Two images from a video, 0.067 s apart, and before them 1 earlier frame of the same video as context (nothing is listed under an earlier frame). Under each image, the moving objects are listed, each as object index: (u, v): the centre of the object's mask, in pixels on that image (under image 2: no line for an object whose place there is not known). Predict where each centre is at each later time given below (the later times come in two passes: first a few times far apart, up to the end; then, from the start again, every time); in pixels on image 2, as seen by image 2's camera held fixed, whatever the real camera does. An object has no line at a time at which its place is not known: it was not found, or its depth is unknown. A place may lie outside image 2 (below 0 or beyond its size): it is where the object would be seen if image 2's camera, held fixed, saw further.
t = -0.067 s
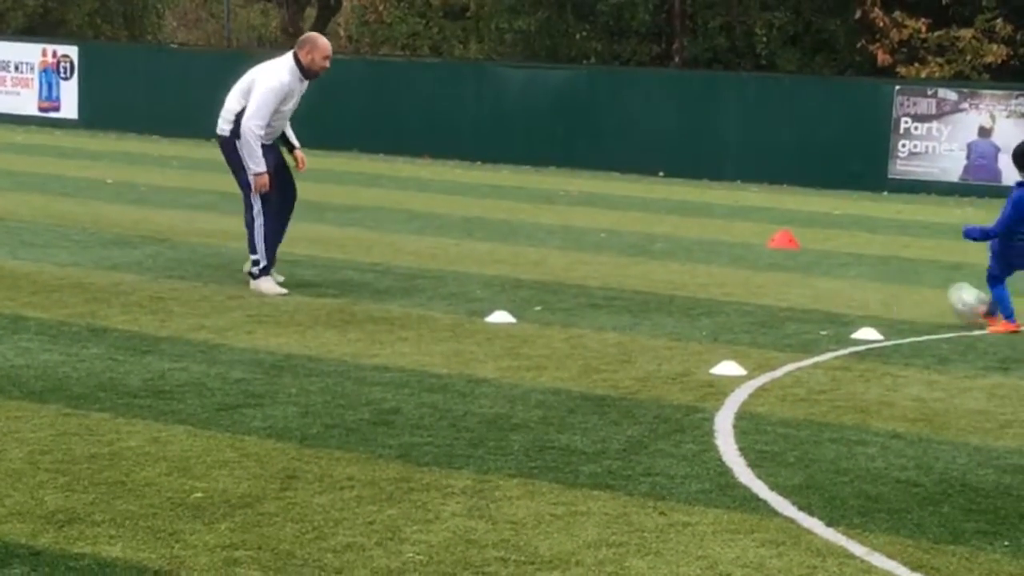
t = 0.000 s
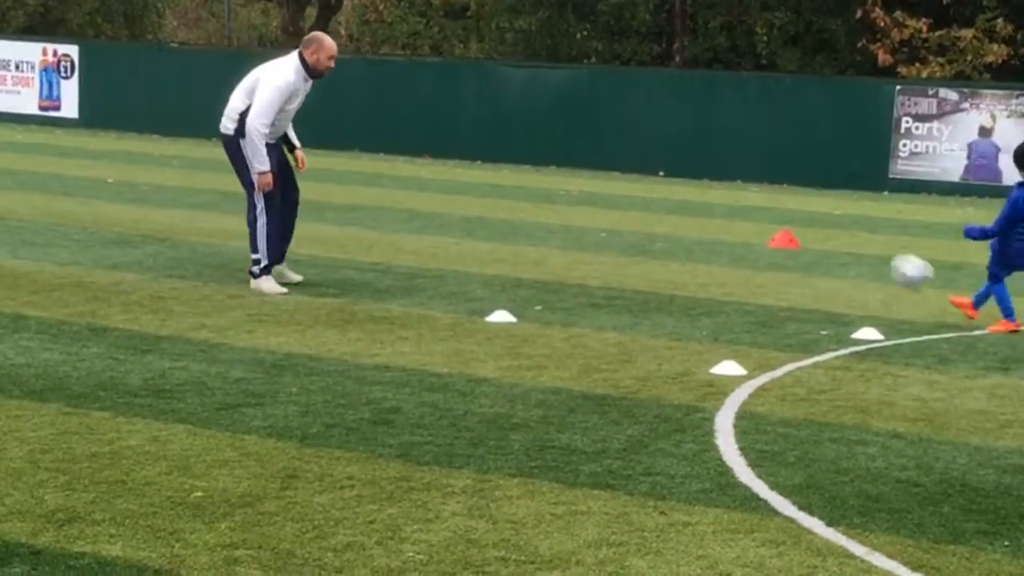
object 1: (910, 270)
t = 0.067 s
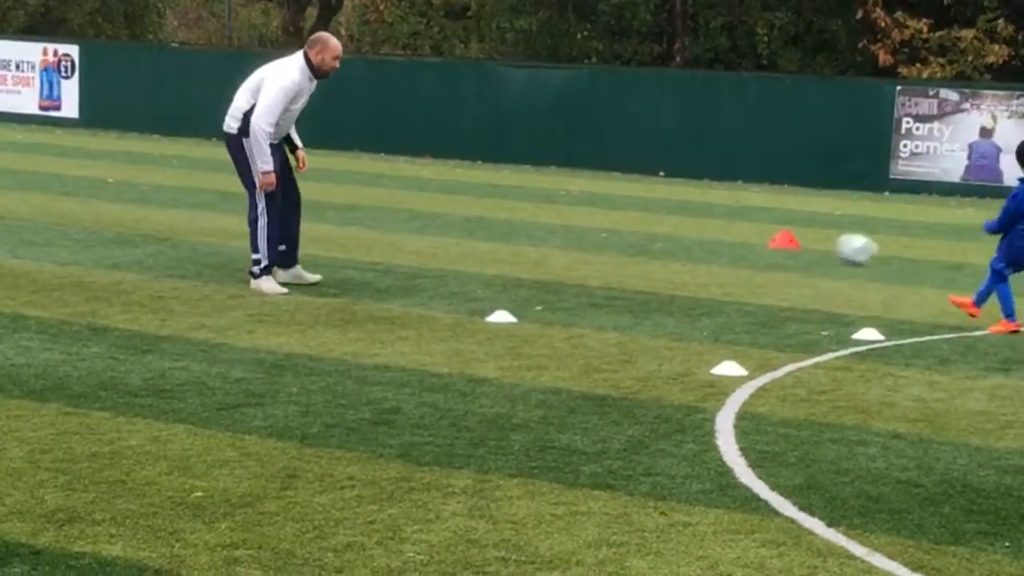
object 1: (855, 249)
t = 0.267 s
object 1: (687, 225)
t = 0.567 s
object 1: (448, 279)
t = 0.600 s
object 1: (433, 270)
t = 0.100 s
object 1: (827, 240)
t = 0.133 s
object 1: (801, 234)
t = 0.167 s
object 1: (770, 229)
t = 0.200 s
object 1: (742, 227)
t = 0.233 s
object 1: (715, 225)
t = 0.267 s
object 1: (687, 225)
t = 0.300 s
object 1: (658, 227)
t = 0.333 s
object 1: (630, 231)
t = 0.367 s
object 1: (602, 238)
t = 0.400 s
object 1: (574, 246)
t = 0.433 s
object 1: (546, 255)
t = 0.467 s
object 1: (518, 264)
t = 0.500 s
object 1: (489, 278)
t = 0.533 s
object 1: (464, 289)
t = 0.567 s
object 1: (448, 279)
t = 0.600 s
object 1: (433, 270)
